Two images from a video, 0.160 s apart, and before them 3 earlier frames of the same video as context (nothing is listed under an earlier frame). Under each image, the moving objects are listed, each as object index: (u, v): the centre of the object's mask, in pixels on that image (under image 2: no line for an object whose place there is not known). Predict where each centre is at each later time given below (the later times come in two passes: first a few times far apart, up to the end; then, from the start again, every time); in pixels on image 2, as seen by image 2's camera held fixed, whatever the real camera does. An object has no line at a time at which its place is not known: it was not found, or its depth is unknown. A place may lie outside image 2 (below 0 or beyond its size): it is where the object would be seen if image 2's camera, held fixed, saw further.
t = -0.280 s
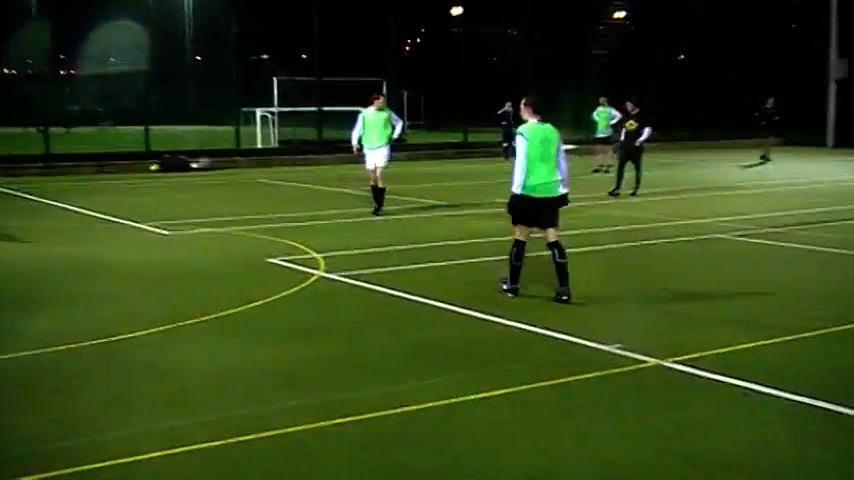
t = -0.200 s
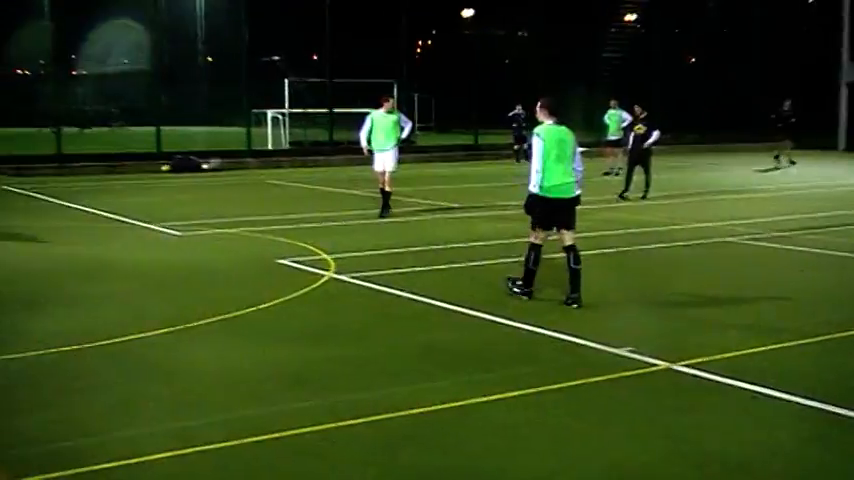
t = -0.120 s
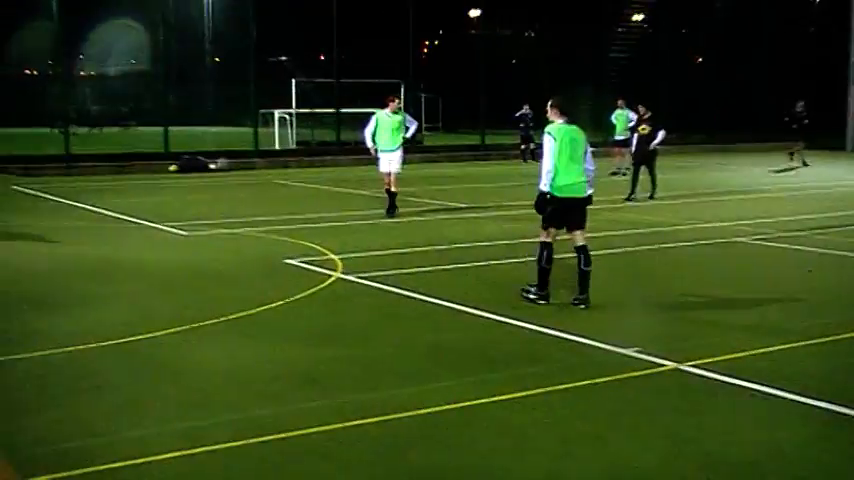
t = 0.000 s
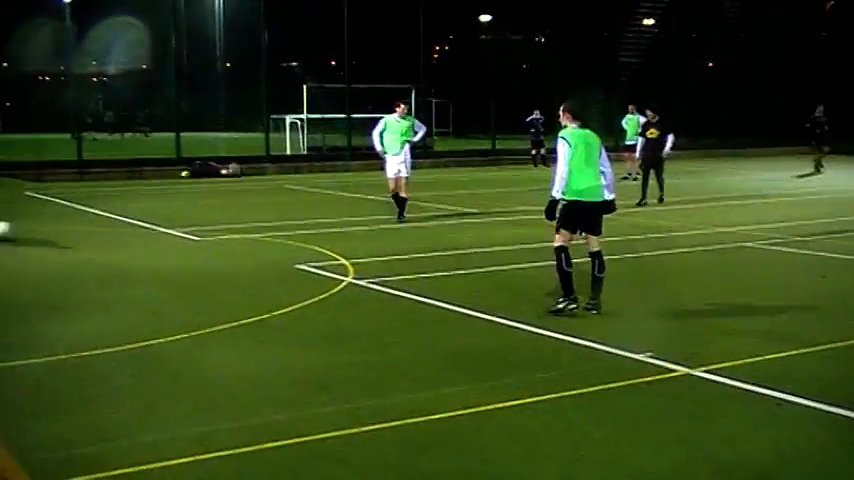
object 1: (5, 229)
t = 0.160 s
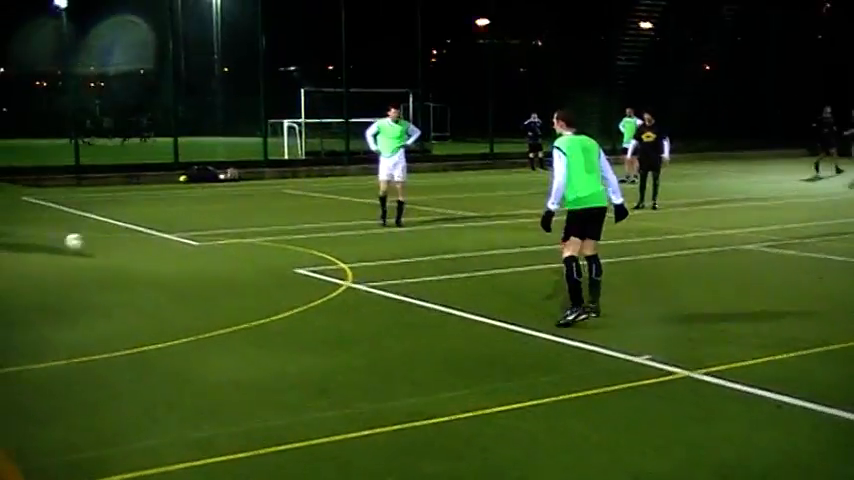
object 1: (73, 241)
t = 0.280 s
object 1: (132, 250)
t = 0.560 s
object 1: (277, 263)
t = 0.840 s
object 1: (426, 278)
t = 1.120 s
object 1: (565, 286)
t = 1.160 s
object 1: (585, 291)
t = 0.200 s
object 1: (92, 242)
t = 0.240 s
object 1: (112, 244)
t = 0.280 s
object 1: (132, 250)
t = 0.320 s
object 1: (152, 252)
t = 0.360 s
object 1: (171, 251)
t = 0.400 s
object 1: (192, 253)
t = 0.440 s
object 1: (213, 256)
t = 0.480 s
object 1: (234, 261)
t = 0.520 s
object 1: (256, 262)
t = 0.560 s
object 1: (277, 263)
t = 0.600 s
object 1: (298, 265)
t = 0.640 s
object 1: (320, 269)
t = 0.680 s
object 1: (340, 269)
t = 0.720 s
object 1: (361, 270)
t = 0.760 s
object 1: (382, 272)
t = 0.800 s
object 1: (404, 276)
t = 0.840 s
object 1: (426, 278)
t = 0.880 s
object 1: (446, 278)
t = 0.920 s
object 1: (467, 279)
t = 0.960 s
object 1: (488, 282)
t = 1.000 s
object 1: (509, 287)
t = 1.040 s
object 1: (528, 286)
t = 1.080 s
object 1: (546, 285)
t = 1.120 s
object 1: (565, 286)
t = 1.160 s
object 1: (585, 291)
